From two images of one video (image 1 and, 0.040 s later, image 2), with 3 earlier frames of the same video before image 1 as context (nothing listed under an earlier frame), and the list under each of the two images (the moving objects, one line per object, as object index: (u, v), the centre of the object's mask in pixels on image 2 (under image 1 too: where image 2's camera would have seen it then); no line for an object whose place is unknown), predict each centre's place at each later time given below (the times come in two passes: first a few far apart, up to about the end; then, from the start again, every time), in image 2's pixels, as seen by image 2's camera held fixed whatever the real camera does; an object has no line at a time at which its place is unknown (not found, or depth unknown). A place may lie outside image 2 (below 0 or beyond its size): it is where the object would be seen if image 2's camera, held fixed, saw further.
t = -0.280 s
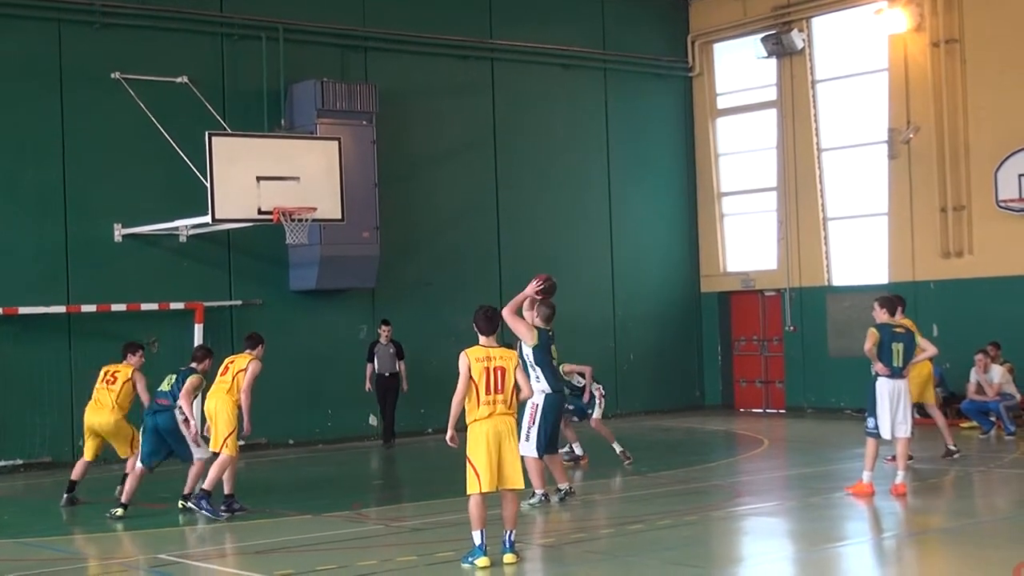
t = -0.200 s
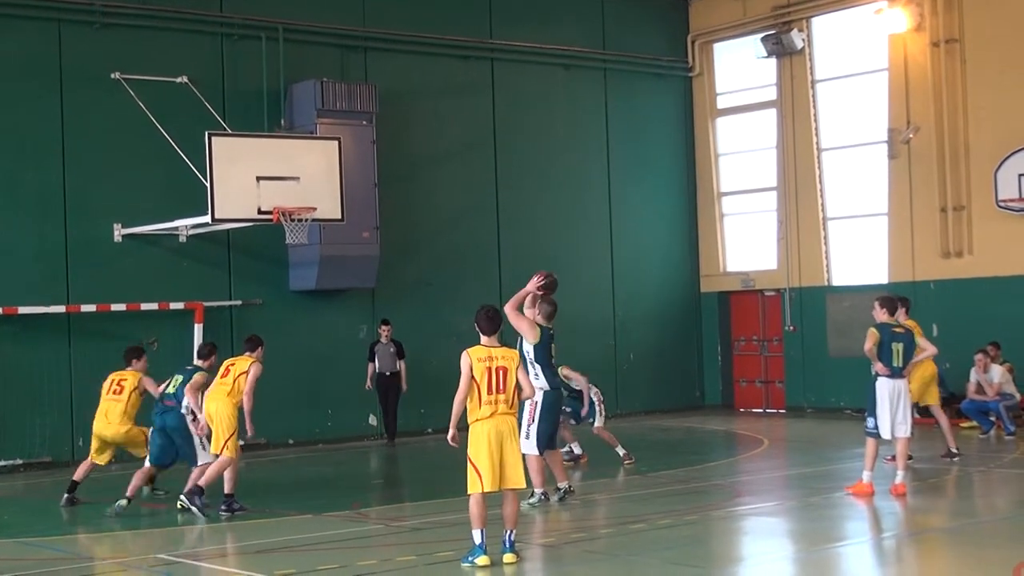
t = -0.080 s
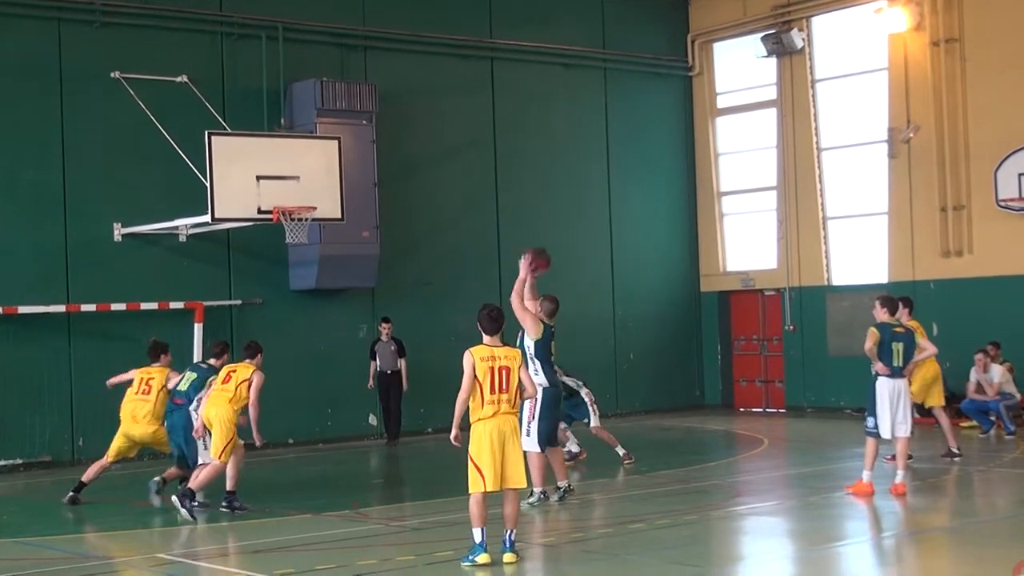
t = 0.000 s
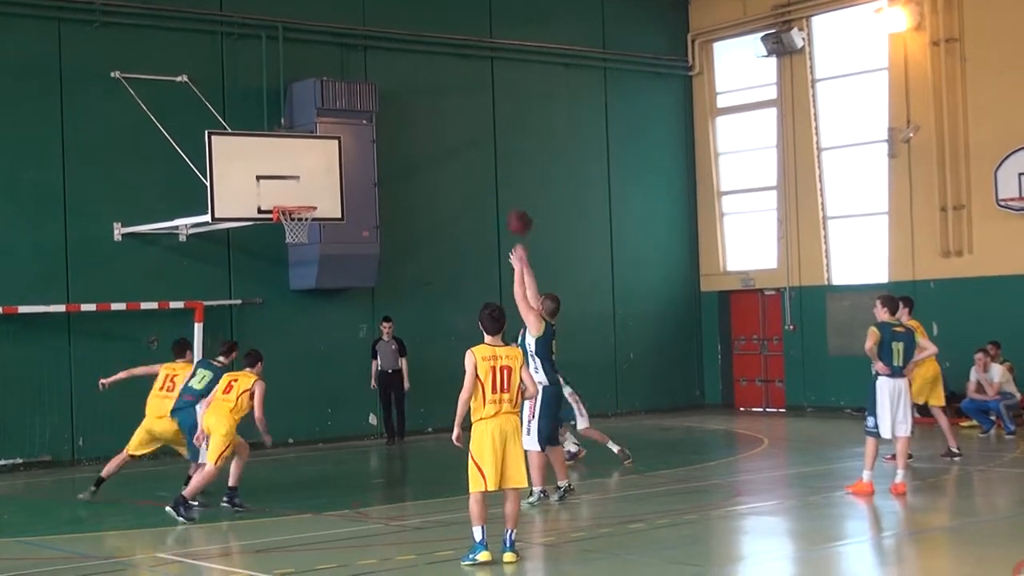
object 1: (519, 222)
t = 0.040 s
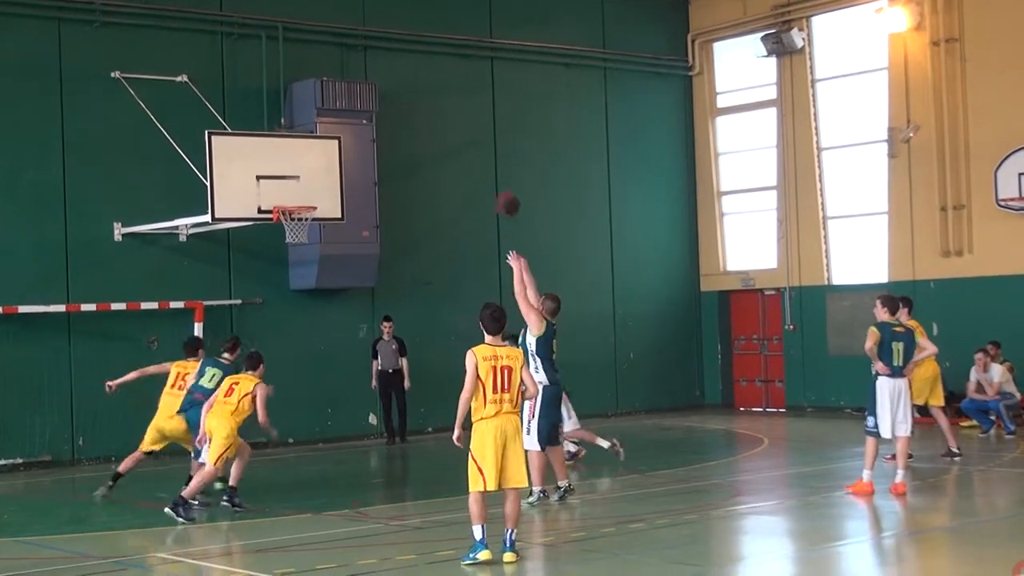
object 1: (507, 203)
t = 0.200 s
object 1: (460, 150)
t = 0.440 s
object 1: (399, 118)
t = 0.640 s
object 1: (356, 135)
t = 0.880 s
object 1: (311, 196)
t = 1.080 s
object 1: (290, 196)
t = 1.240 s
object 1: (303, 192)
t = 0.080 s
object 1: (495, 188)
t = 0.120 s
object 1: (483, 173)
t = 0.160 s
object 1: (472, 161)
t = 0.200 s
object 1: (460, 150)
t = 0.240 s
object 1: (449, 141)
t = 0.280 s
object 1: (439, 133)
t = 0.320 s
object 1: (429, 127)
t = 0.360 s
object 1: (419, 123)
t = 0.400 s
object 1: (408, 121)
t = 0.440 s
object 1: (399, 118)
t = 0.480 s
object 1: (390, 120)
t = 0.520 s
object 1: (382, 121)
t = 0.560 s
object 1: (372, 126)
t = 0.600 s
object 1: (365, 131)
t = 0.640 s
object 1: (356, 135)
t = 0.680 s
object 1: (348, 142)
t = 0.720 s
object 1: (340, 150)
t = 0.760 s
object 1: (332, 160)
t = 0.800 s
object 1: (325, 171)
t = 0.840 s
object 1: (318, 183)
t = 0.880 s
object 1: (311, 196)
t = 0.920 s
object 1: (306, 196)
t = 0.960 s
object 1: (301, 195)
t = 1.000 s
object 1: (296, 195)
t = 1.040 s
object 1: (291, 197)
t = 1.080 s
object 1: (290, 196)
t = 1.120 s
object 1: (294, 193)
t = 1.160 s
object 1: (296, 191)
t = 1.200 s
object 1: (300, 191)
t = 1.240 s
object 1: (303, 192)
